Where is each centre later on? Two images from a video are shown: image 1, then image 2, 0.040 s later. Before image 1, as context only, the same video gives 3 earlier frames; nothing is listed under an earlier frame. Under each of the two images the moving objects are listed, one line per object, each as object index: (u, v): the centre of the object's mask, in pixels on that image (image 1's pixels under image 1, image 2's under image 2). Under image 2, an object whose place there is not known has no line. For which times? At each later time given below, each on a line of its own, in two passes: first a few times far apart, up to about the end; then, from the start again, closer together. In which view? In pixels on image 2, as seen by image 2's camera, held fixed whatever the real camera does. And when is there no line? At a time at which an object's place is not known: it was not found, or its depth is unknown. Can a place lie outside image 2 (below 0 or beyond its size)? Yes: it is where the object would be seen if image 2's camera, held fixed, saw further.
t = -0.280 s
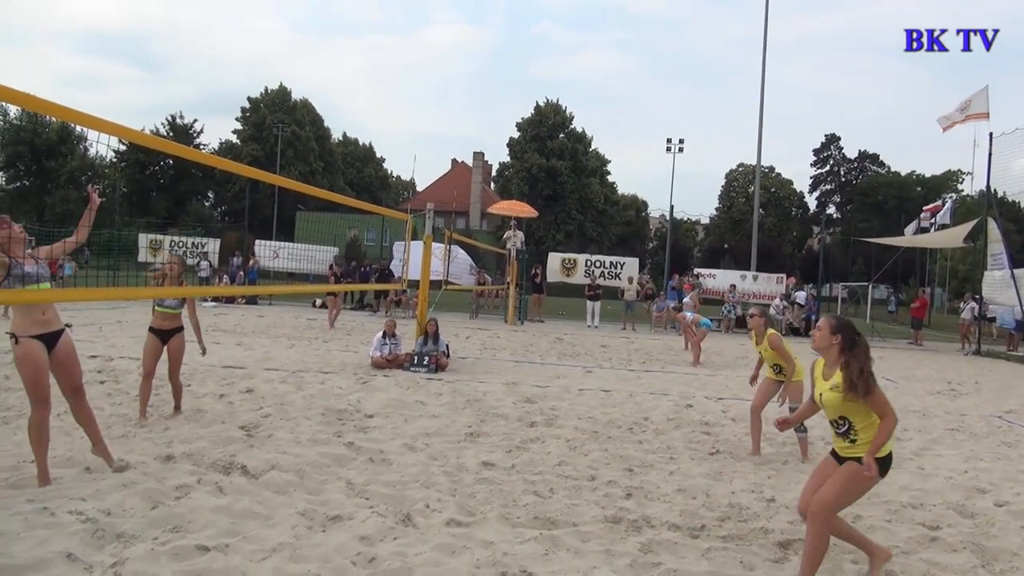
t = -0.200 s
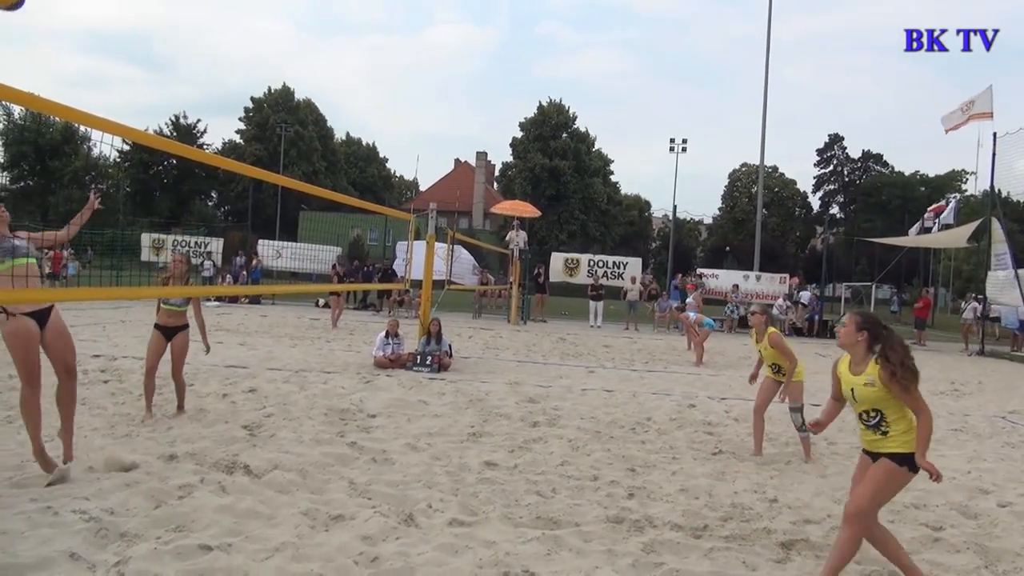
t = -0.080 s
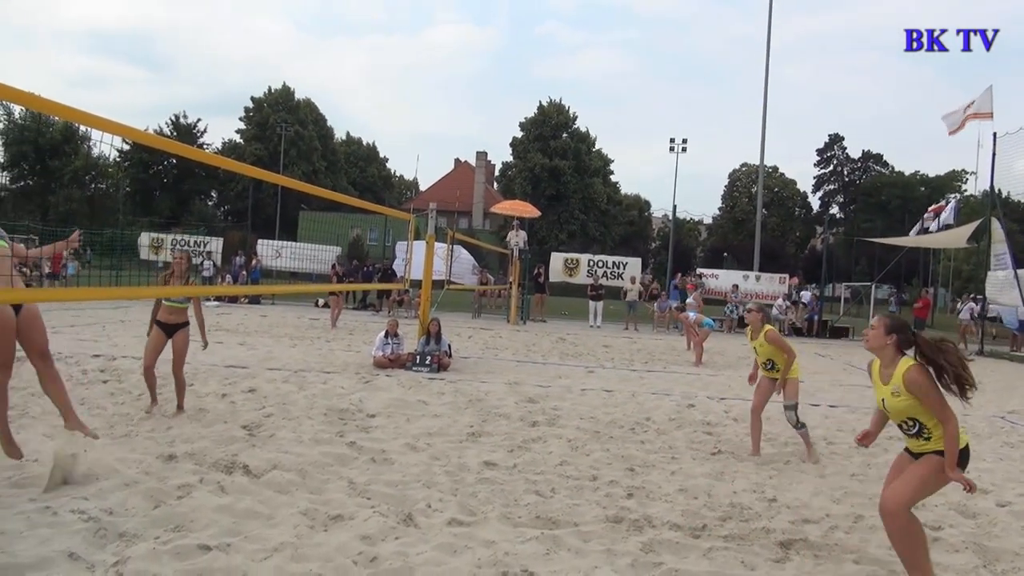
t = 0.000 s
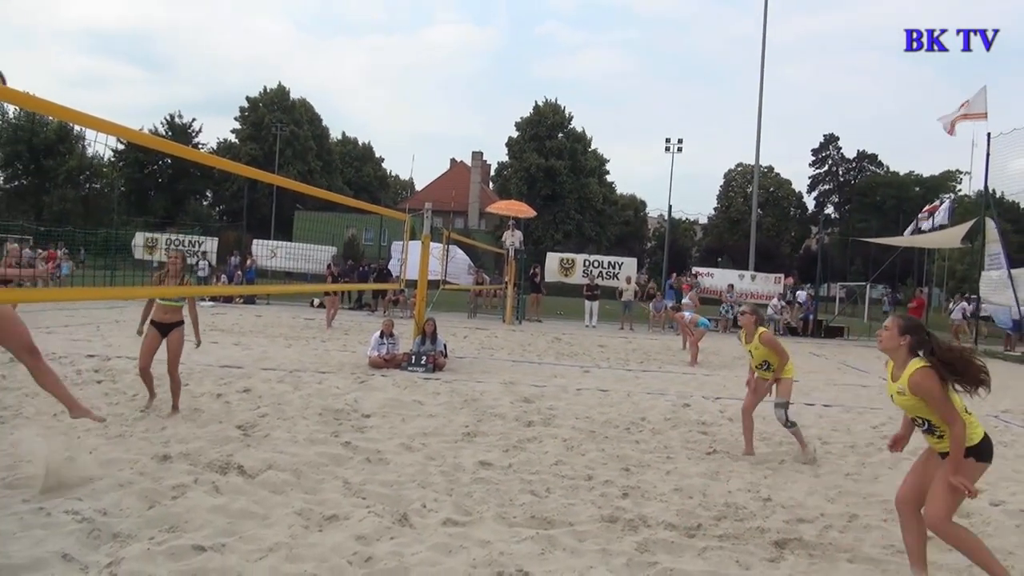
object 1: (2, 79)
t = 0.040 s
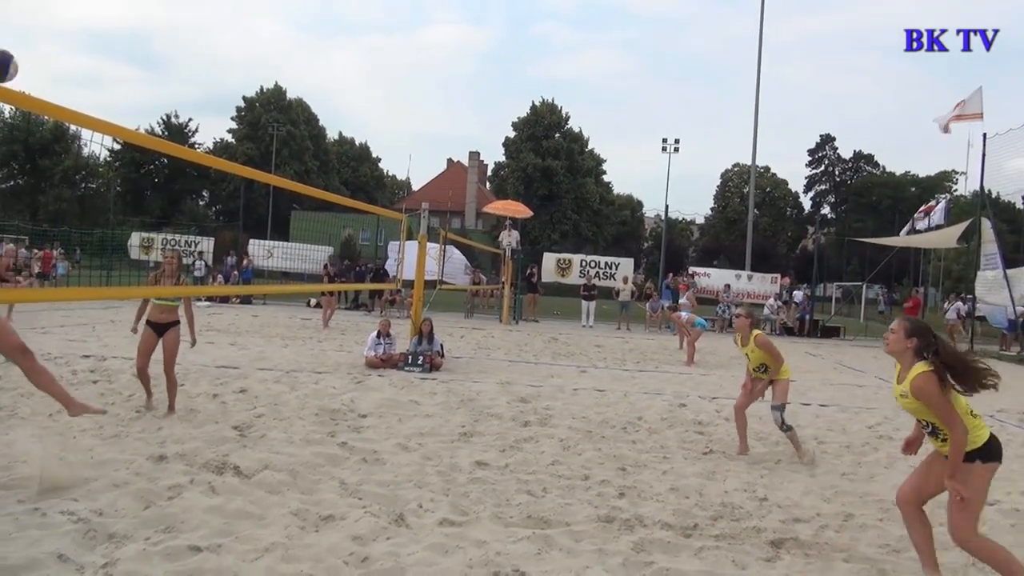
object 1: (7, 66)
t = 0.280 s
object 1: (89, 26)
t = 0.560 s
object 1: (200, 112)
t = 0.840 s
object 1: (320, 390)
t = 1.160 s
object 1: (491, 498)
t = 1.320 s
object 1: (585, 460)
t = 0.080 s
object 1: (17, 53)
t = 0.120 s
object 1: (29, 42)
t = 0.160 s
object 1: (43, 34)
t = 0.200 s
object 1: (59, 28)
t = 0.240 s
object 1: (74, 26)
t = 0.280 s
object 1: (89, 26)
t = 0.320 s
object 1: (104, 29)
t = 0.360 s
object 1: (120, 34)
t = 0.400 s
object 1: (135, 43)
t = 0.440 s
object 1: (151, 55)
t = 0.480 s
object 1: (168, 70)
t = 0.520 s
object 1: (184, 89)
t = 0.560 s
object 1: (200, 112)
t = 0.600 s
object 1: (217, 137)
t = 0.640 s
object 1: (233, 169)
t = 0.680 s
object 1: (251, 204)
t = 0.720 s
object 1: (267, 242)
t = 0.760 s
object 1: (285, 287)
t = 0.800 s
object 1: (302, 335)
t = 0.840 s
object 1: (320, 390)
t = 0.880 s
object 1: (337, 449)
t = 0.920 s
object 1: (356, 518)
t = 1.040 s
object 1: (420, 560)
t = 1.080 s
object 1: (443, 539)
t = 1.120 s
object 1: (467, 516)
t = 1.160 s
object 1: (491, 498)
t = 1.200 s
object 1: (515, 483)
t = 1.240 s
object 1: (538, 472)
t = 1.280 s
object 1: (560, 465)
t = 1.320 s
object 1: (585, 460)
